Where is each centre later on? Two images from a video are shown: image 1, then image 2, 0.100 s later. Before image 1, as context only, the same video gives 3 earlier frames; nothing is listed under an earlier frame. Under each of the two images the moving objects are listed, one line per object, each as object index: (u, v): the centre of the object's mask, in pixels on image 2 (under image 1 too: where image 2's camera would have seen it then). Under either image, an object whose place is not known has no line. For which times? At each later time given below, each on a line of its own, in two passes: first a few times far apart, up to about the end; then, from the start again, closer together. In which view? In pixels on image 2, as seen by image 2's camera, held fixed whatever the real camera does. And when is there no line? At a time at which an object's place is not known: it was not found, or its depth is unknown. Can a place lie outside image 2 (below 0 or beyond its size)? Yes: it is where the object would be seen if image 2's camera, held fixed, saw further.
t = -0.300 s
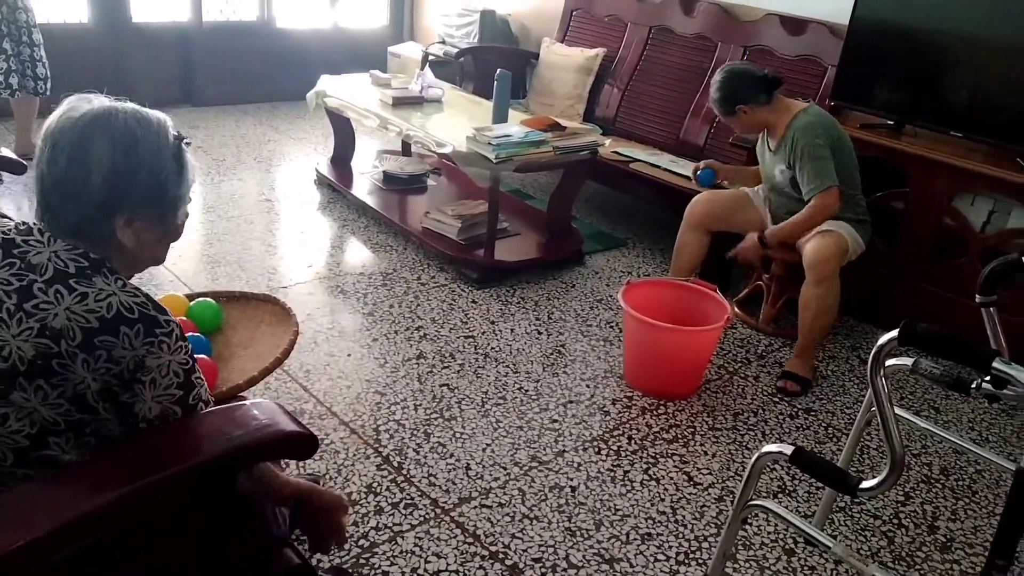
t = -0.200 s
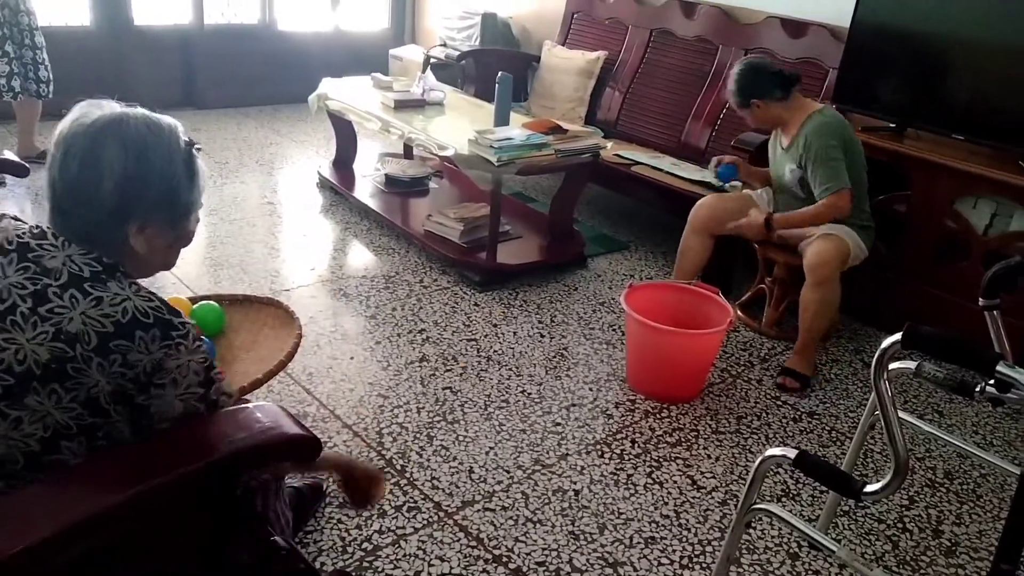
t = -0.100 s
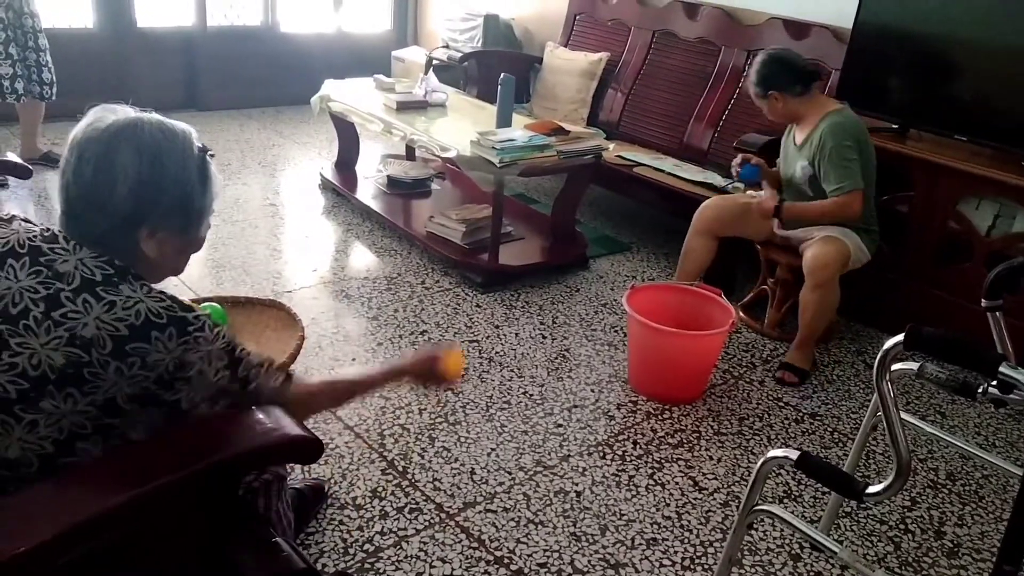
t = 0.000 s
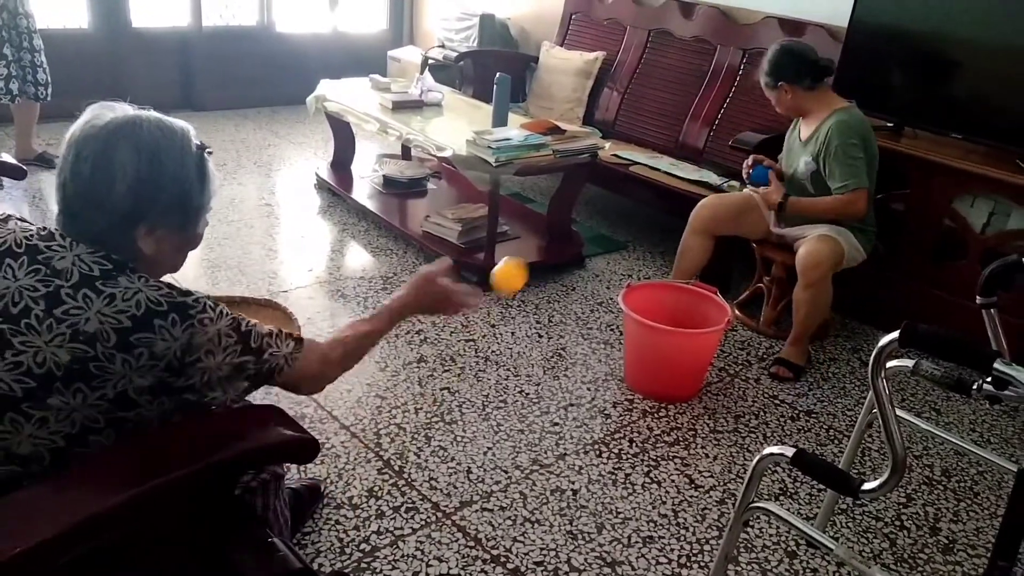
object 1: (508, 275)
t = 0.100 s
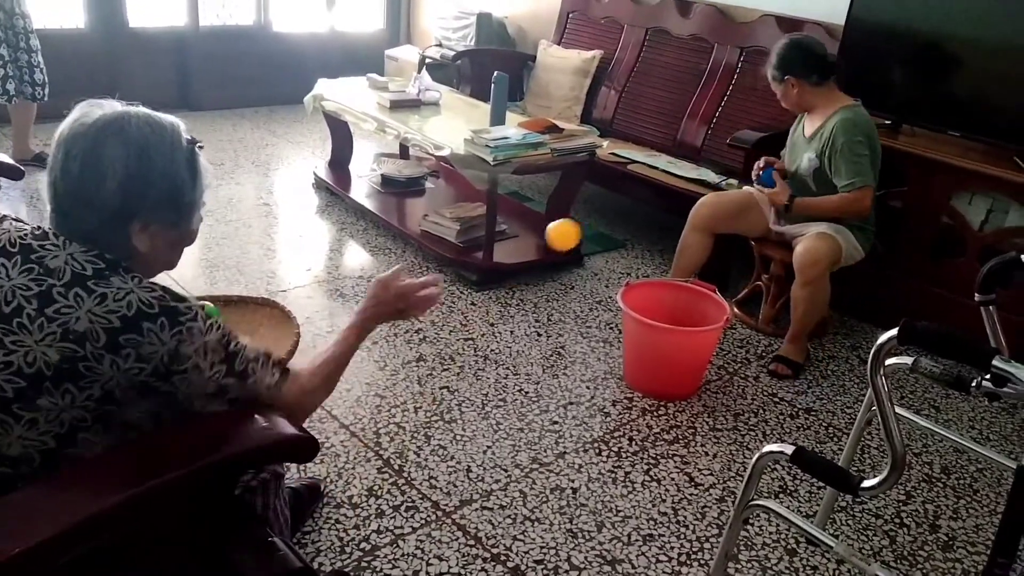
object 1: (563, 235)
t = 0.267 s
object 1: (627, 260)
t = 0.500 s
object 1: (631, 331)
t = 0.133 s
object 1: (579, 231)
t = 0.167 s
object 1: (593, 233)
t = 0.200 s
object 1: (605, 238)
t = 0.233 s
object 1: (617, 247)
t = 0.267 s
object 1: (627, 260)
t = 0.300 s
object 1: (637, 276)
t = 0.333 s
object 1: (644, 296)
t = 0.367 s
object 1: (650, 316)
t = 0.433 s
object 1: (645, 320)
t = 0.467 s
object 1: (639, 323)
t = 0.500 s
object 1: (631, 331)
